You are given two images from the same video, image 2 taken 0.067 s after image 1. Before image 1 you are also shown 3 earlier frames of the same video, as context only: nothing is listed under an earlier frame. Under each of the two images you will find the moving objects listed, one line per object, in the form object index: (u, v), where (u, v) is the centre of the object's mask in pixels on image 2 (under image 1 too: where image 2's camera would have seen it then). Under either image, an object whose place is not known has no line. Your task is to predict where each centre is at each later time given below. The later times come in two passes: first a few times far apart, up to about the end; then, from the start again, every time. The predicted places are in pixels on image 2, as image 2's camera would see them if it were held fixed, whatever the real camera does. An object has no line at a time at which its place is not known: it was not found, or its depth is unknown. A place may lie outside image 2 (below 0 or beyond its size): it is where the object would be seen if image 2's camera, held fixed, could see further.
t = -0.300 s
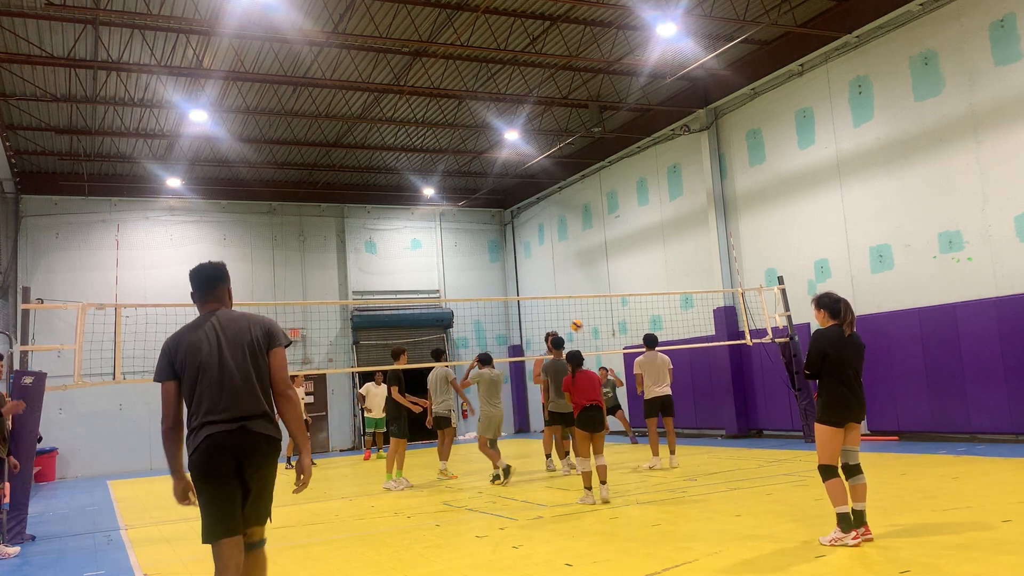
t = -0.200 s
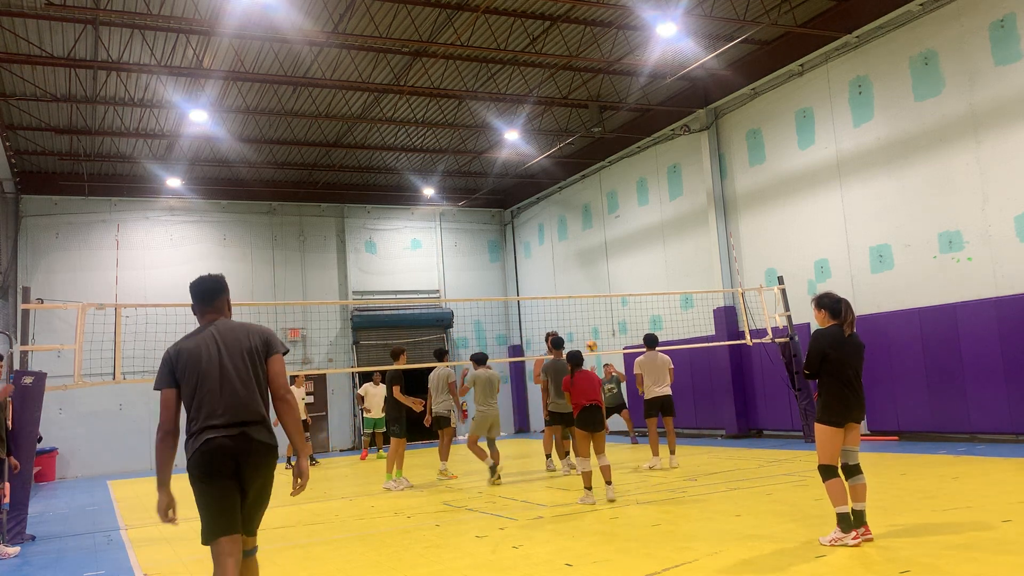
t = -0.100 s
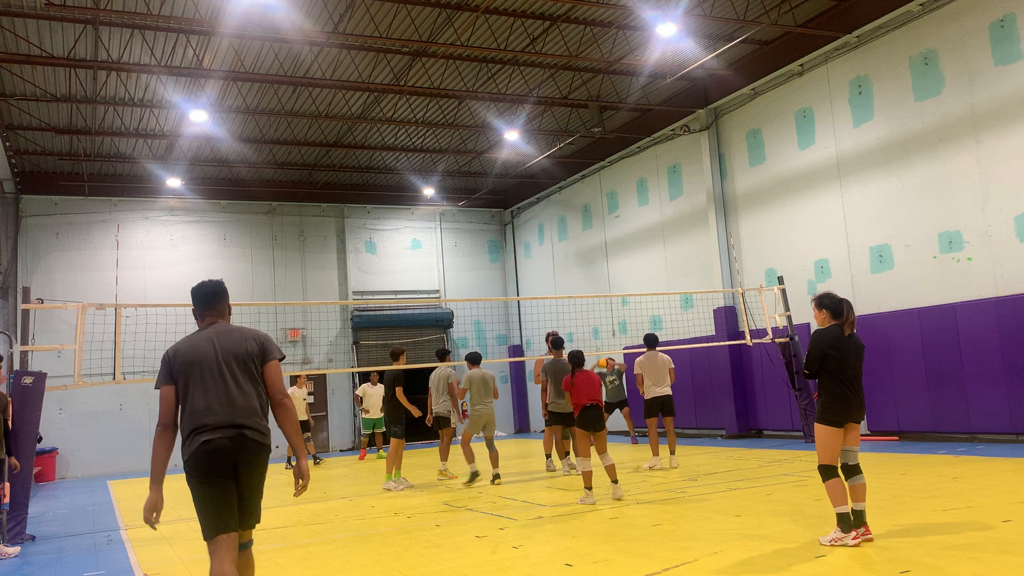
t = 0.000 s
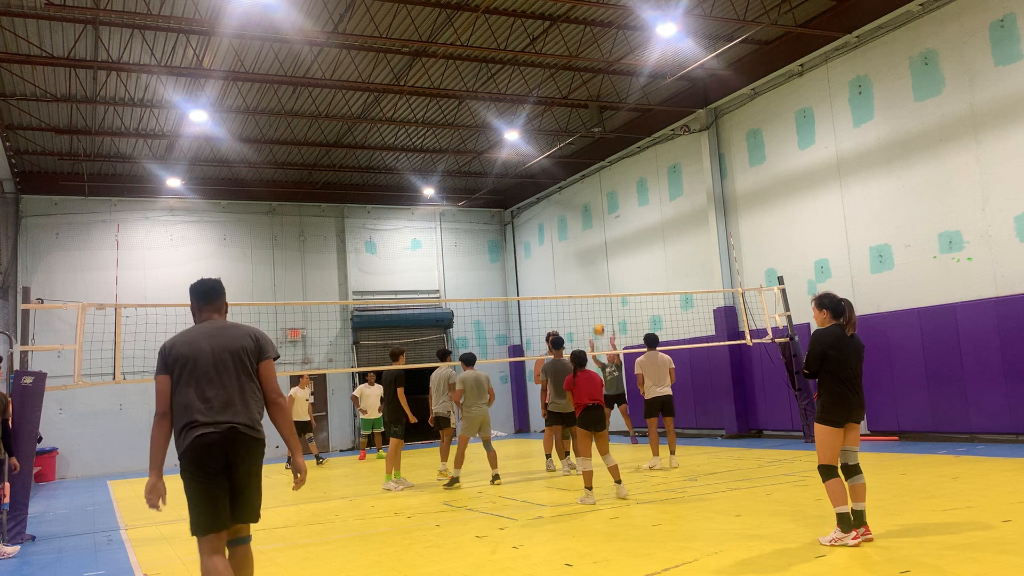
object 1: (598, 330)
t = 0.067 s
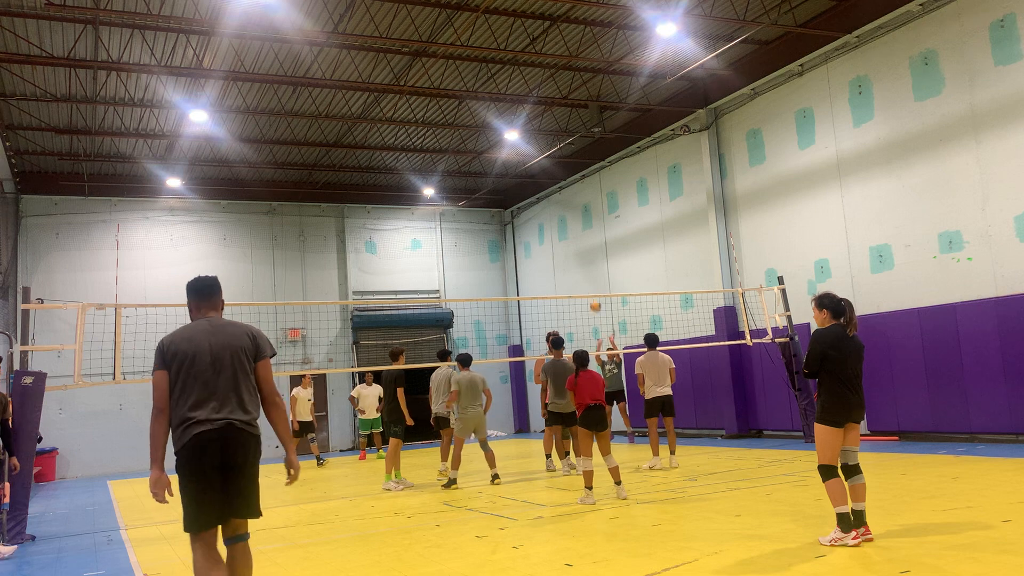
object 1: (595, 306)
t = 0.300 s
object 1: (585, 241)
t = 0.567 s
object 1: (577, 201)
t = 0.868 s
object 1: (572, 200)
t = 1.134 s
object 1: (572, 243)
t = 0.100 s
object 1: (594, 294)
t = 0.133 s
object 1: (592, 285)
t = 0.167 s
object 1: (590, 275)
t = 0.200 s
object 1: (589, 265)
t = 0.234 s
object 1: (587, 256)
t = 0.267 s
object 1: (586, 249)
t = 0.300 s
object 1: (585, 241)
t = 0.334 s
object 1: (583, 234)
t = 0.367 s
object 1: (582, 227)
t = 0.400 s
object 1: (581, 222)
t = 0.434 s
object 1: (580, 216)
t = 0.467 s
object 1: (579, 211)
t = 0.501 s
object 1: (578, 207)
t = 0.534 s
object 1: (578, 204)
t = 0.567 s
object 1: (577, 201)
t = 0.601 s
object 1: (576, 198)
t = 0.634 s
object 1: (576, 196)
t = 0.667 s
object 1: (575, 195)
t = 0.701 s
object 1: (574, 194)
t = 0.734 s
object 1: (574, 194)
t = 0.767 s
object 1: (574, 195)
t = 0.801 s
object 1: (573, 196)
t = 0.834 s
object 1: (573, 197)
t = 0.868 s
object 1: (572, 200)
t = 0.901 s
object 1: (572, 203)
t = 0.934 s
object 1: (572, 206)
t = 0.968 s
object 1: (572, 211)
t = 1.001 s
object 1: (572, 215)
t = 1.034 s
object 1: (572, 221)
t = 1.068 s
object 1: (572, 228)
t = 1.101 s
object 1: (572, 235)
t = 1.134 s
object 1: (572, 243)
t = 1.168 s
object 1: (572, 251)
